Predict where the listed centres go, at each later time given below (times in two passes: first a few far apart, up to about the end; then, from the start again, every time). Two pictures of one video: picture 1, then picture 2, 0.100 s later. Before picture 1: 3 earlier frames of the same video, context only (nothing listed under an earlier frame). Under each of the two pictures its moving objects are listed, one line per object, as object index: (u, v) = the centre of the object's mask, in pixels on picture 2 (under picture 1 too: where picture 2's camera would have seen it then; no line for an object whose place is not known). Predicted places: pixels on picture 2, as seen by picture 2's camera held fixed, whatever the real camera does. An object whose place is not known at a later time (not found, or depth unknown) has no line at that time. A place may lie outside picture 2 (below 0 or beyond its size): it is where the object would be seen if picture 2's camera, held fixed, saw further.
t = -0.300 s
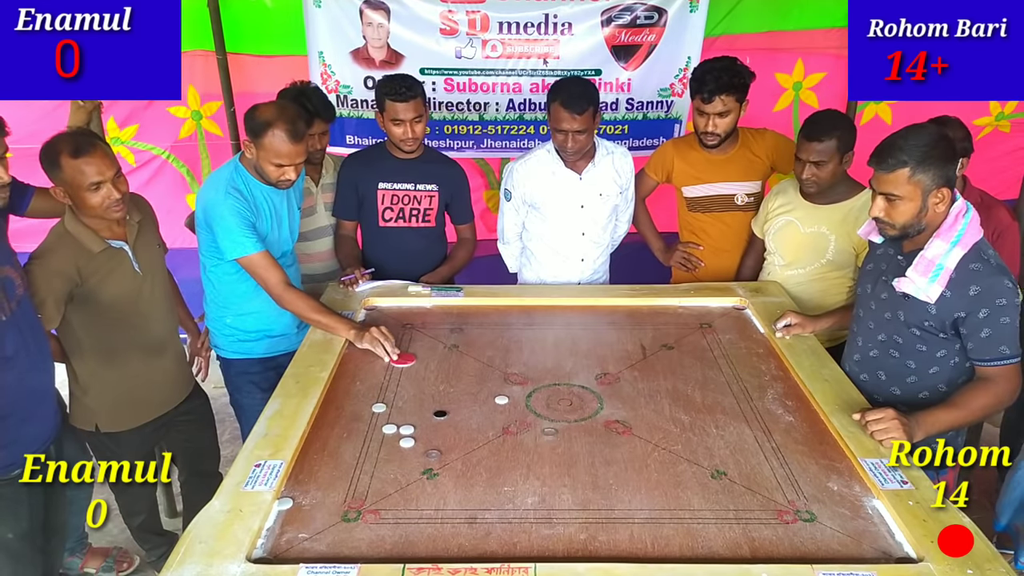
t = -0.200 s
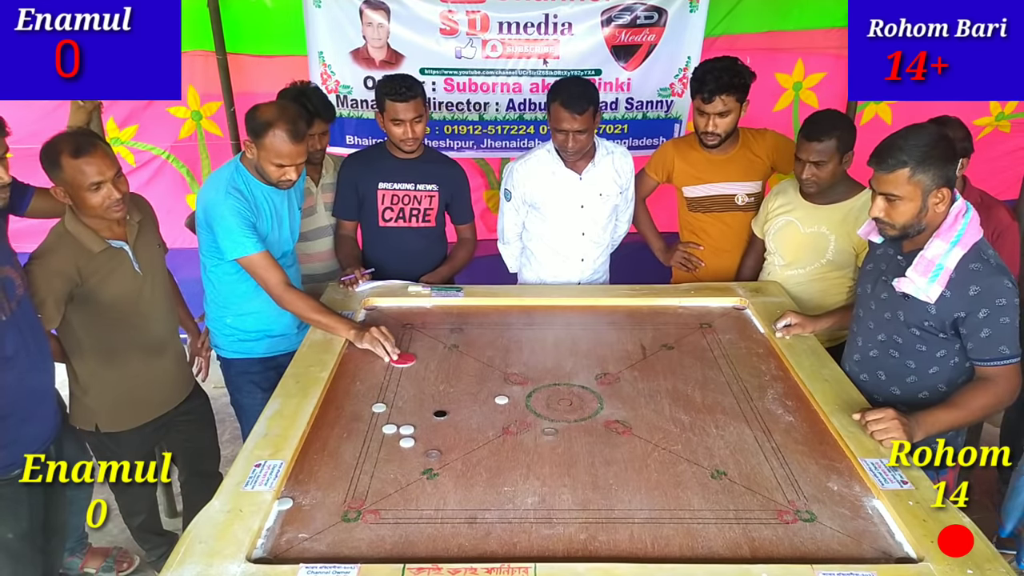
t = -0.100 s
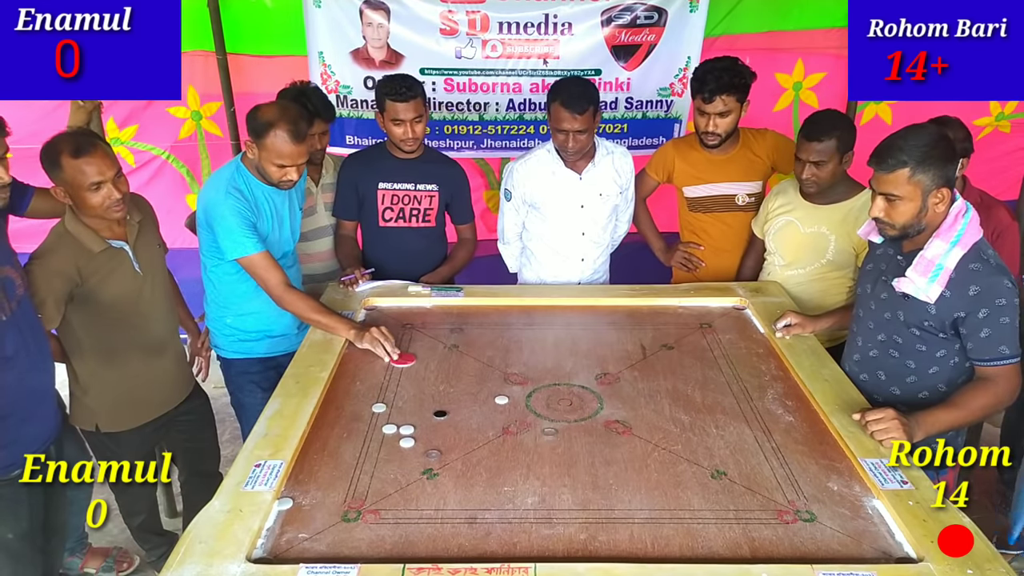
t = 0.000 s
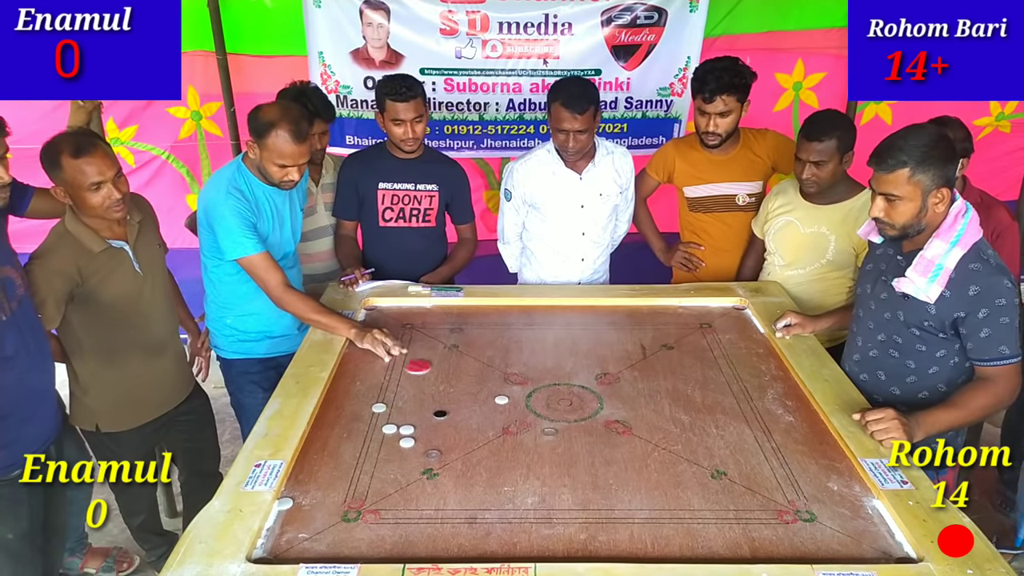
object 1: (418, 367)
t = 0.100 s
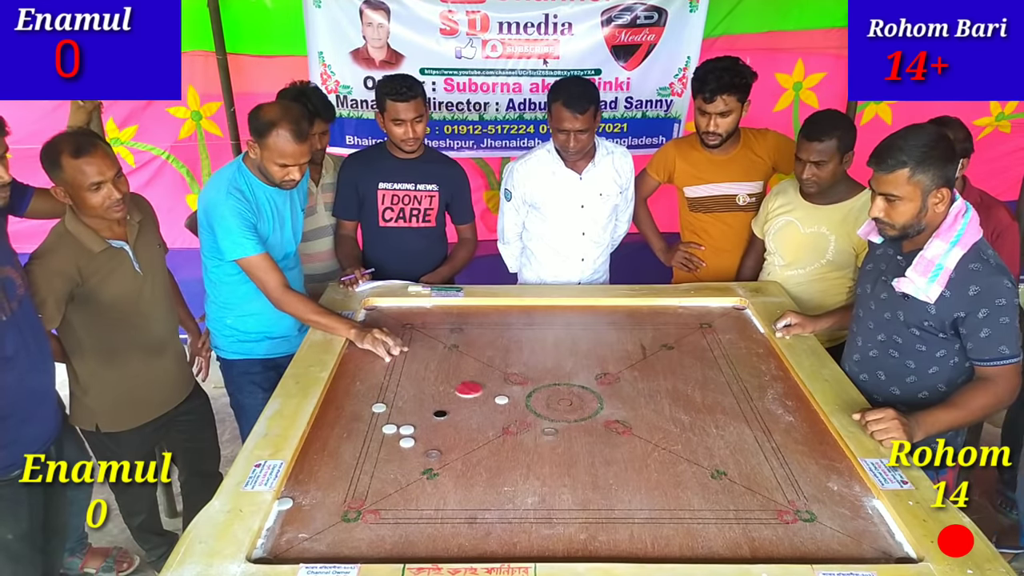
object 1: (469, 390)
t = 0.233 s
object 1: (522, 415)
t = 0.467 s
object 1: (585, 444)
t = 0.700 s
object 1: (624, 460)
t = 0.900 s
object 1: (636, 464)
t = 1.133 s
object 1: (633, 462)
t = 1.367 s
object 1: (633, 462)
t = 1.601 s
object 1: (633, 462)
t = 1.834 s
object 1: (633, 462)
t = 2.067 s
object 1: (633, 462)
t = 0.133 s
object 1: (485, 396)
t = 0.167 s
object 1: (497, 403)
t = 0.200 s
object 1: (509, 409)
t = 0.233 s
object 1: (522, 415)
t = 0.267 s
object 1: (534, 421)
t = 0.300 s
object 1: (544, 426)
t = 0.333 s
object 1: (553, 430)
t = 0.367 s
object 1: (561, 433)
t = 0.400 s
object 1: (570, 437)
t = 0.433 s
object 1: (578, 441)
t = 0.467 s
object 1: (585, 444)
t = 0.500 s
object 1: (592, 447)
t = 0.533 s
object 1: (598, 449)
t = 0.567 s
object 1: (605, 452)
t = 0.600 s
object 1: (610, 454)
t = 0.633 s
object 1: (615, 456)
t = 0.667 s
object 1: (620, 458)
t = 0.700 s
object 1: (624, 460)
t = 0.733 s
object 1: (627, 461)
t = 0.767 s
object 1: (630, 462)
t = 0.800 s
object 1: (633, 463)
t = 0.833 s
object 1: (634, 464)
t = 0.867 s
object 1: (636, 464)
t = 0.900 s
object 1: (636, 464)
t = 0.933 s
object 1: (636, 464)
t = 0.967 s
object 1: (636, 464)
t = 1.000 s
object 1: (636, 464)
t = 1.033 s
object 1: (635, 463)
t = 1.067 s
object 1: (634, 462)
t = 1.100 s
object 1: (633, 462)
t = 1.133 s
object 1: (633, 462)
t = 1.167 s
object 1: (633, 462)
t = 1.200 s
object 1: (633, 462)
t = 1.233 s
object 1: (633, 462)
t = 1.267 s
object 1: (633, 462)
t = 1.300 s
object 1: (633, 462)
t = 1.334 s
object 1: (633, 462)
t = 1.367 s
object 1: (633, 462)
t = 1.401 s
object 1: (633, 462)
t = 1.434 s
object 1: (633, 462)
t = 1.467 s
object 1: (633, 462)
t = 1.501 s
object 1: (633, 462)
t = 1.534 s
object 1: (633, 462)
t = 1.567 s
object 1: (633, 462)
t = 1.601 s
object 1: (633, 462)
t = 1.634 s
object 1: (633, 462)
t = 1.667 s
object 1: (633, 462)
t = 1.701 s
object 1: (633, 462)
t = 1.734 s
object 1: (633, 462)
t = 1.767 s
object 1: (633, 462)
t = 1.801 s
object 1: (633, 462)
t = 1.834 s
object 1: (633, 462)
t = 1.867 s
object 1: (633, 462)
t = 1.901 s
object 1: (633, 462)
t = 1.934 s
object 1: (633, 462)
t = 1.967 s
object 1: (633, 462)
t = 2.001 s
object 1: (633, 462)
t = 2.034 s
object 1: (633, 462)
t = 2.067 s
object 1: (633, 462)
